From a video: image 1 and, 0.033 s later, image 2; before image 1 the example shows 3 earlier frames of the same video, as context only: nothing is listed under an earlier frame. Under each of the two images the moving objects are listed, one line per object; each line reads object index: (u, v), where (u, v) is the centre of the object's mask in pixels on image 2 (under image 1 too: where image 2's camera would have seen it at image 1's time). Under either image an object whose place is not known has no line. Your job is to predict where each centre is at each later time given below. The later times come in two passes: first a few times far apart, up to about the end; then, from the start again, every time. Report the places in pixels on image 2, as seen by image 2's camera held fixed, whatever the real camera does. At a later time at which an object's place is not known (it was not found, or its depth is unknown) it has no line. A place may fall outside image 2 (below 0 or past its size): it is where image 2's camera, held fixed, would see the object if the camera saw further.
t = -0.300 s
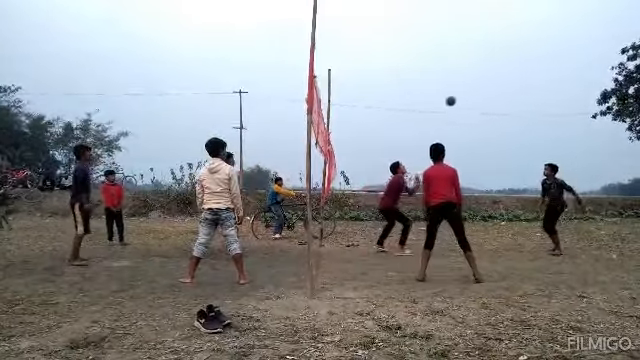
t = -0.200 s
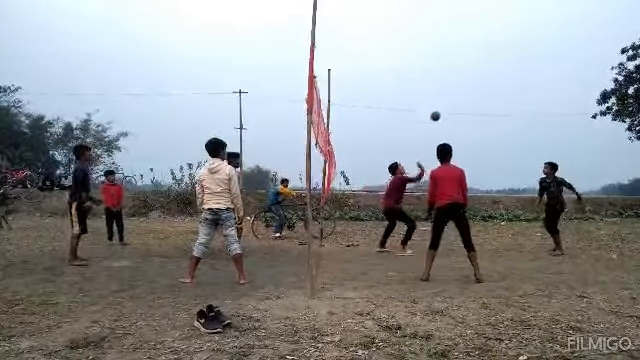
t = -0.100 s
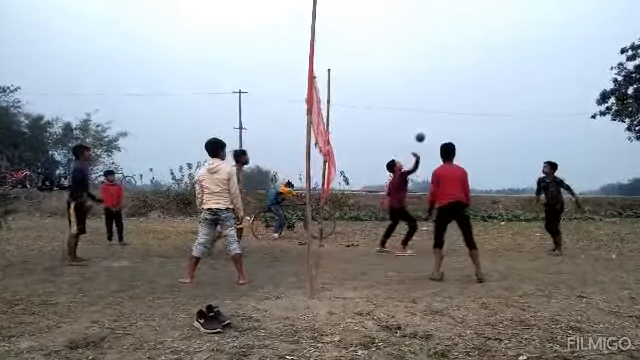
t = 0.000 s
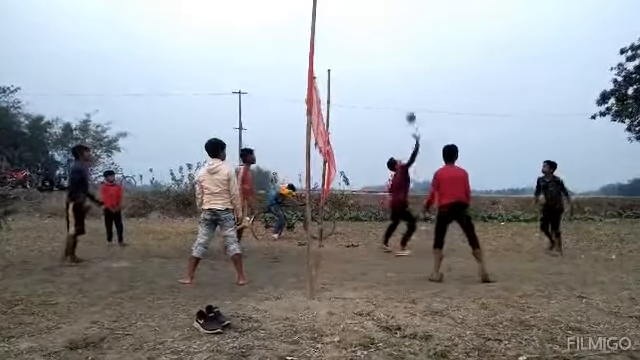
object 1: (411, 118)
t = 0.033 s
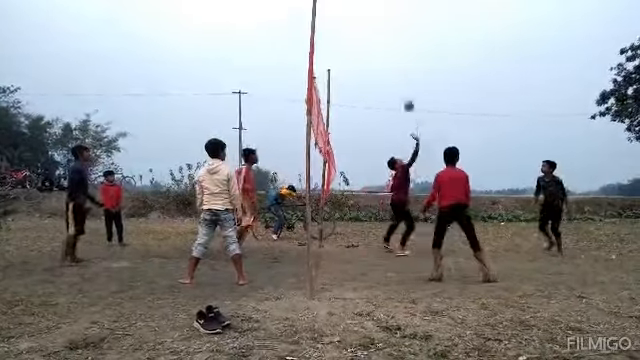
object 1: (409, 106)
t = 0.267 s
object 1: (398, 45)
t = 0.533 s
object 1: (387, 18)
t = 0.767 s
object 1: (377, 35)
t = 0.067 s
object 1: (406, 95)
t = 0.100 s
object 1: (405, 85)
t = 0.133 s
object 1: (403, 76)
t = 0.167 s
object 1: (402, 67)
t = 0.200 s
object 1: (401, 59)
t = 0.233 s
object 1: (399, 52)
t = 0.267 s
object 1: (398, 45)
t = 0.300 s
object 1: (396, 39)
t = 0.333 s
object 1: (395, 34)
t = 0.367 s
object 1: (393, 30)
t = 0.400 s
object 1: (393, 27)
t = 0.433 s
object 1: (391, 23)
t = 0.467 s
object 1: (389, 21)
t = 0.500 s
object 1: (388, 20)
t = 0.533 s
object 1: (387, 18)
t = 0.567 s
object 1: (385, 19)
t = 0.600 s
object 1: (384, 19)
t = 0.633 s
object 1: (382, 21)
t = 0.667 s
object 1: (381, 23)
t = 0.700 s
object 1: (379, 26)
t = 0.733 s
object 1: (378, 30)
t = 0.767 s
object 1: (377, 35)
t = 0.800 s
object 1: (375, 40)
